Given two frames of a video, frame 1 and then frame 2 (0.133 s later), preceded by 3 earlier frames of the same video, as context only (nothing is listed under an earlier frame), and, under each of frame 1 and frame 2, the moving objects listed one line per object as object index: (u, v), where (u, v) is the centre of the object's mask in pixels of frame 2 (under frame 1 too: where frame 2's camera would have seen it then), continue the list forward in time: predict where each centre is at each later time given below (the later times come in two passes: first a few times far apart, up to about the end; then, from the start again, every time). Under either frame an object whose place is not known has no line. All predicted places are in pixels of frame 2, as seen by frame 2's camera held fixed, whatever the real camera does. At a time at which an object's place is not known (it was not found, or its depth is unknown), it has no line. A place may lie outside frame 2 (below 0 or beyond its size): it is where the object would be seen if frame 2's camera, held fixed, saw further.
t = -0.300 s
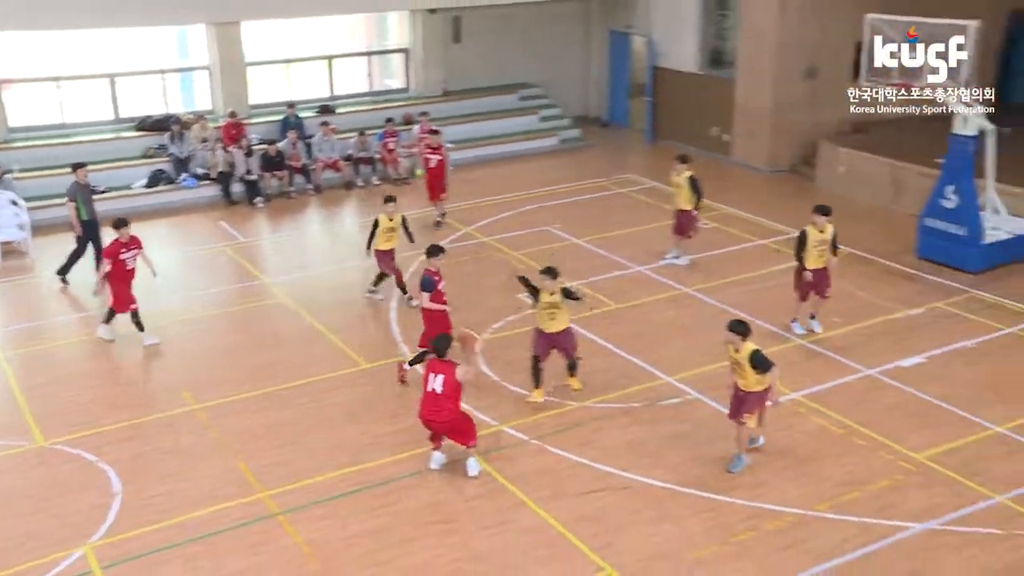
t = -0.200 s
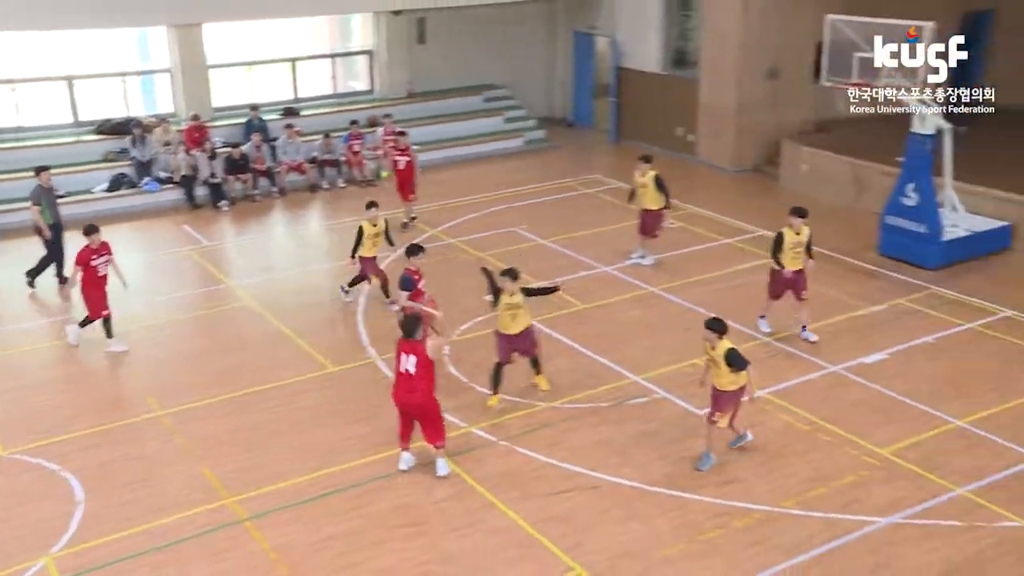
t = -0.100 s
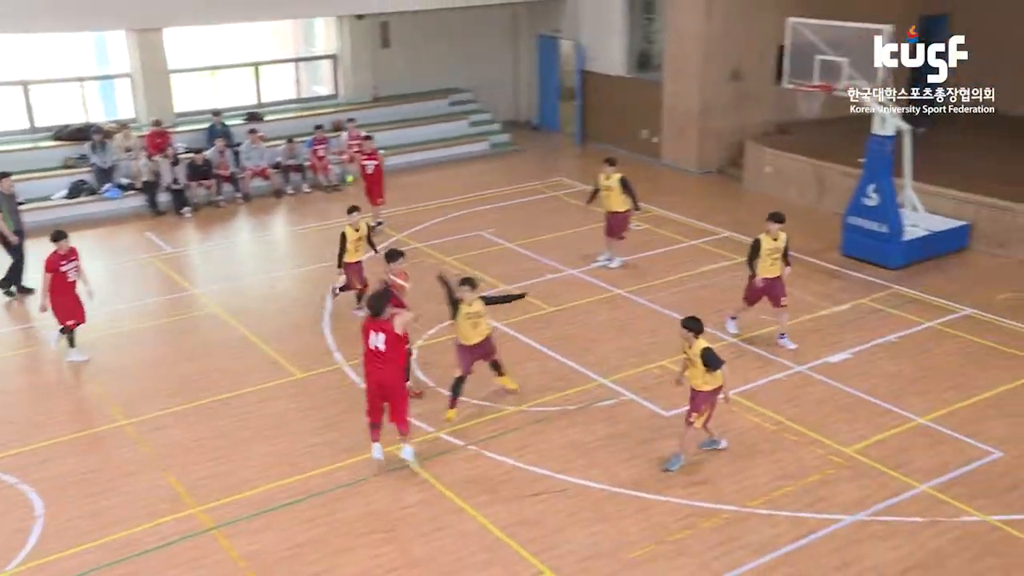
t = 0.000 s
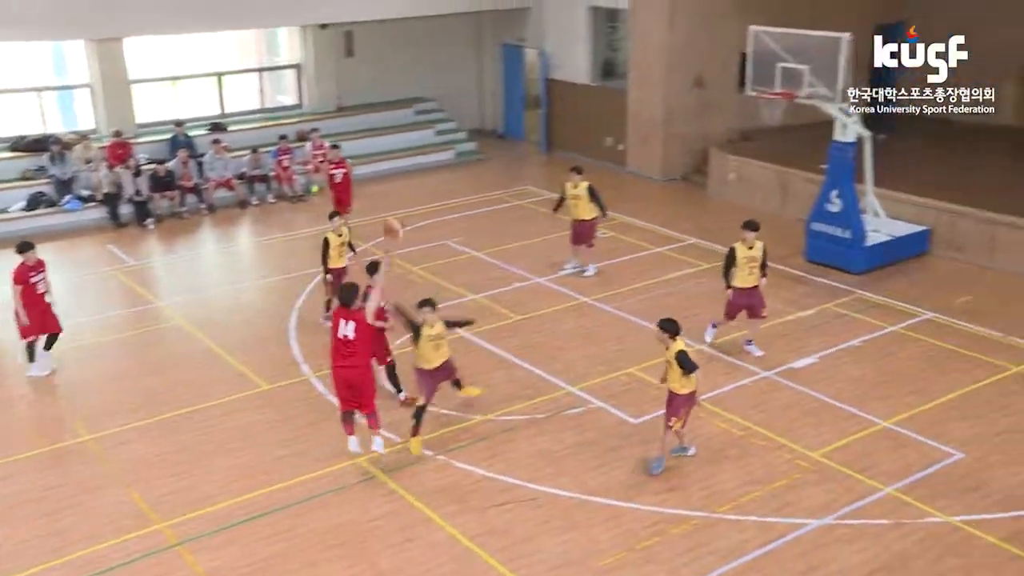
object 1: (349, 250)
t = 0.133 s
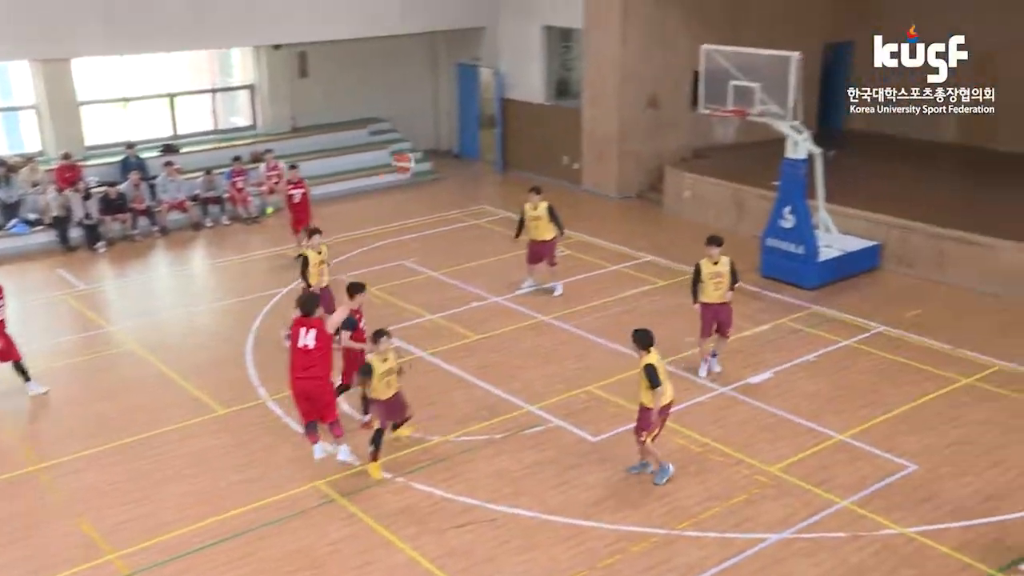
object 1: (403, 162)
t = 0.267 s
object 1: (453, 96)
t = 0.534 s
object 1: (540, 20)
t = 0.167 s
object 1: (416, 144)
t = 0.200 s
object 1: (428, 126)
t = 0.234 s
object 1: (440, 111)
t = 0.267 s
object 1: (453, 96)
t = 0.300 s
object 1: (465, 81)
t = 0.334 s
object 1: (476, 71)
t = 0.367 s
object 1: (488, 60)
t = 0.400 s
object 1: (499, 50)
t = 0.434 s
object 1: (510, 41)
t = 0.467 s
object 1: (520, 33)
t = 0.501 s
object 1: (531, 27)
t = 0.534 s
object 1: (540, 20)
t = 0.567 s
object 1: (550, 13)
